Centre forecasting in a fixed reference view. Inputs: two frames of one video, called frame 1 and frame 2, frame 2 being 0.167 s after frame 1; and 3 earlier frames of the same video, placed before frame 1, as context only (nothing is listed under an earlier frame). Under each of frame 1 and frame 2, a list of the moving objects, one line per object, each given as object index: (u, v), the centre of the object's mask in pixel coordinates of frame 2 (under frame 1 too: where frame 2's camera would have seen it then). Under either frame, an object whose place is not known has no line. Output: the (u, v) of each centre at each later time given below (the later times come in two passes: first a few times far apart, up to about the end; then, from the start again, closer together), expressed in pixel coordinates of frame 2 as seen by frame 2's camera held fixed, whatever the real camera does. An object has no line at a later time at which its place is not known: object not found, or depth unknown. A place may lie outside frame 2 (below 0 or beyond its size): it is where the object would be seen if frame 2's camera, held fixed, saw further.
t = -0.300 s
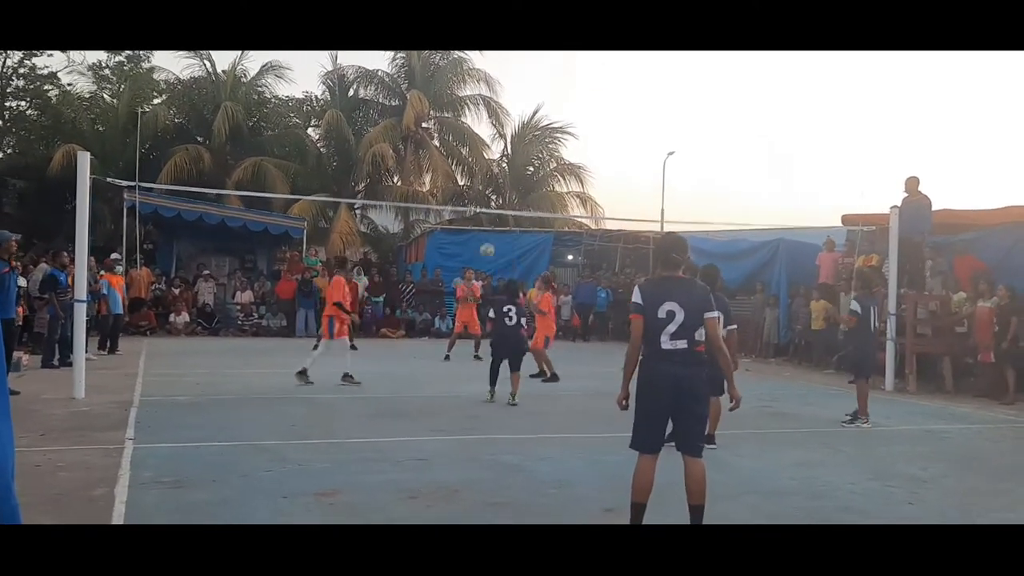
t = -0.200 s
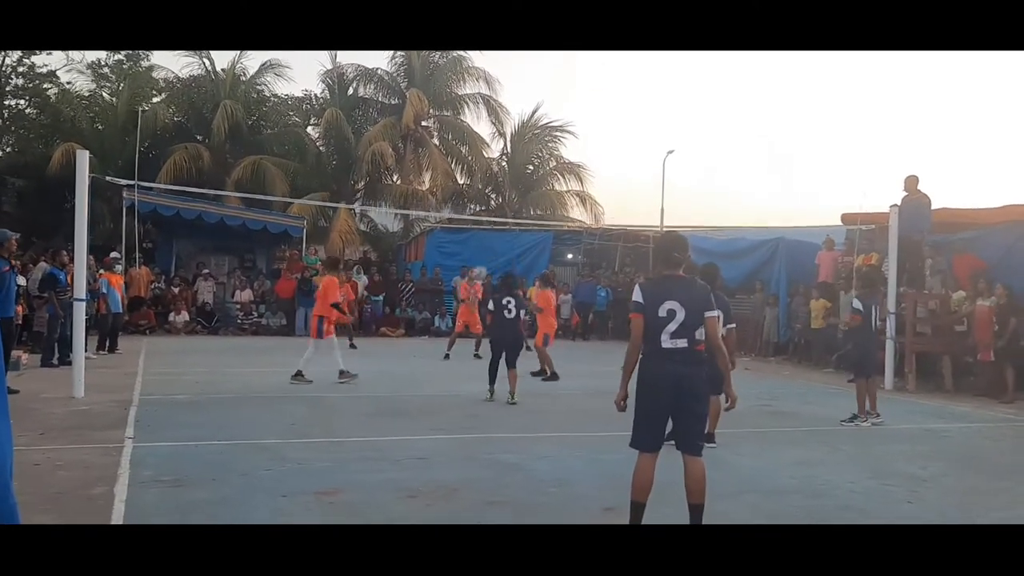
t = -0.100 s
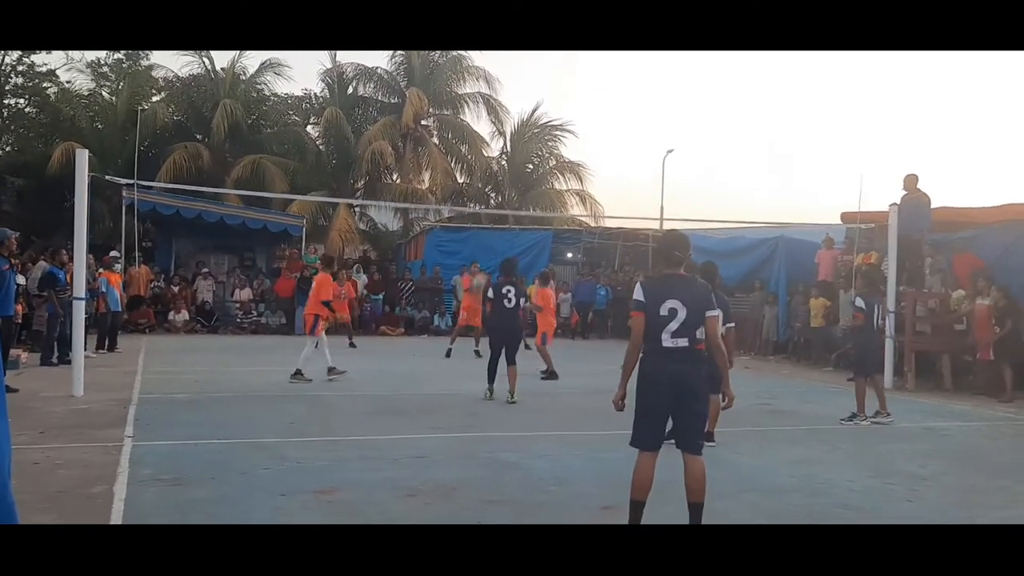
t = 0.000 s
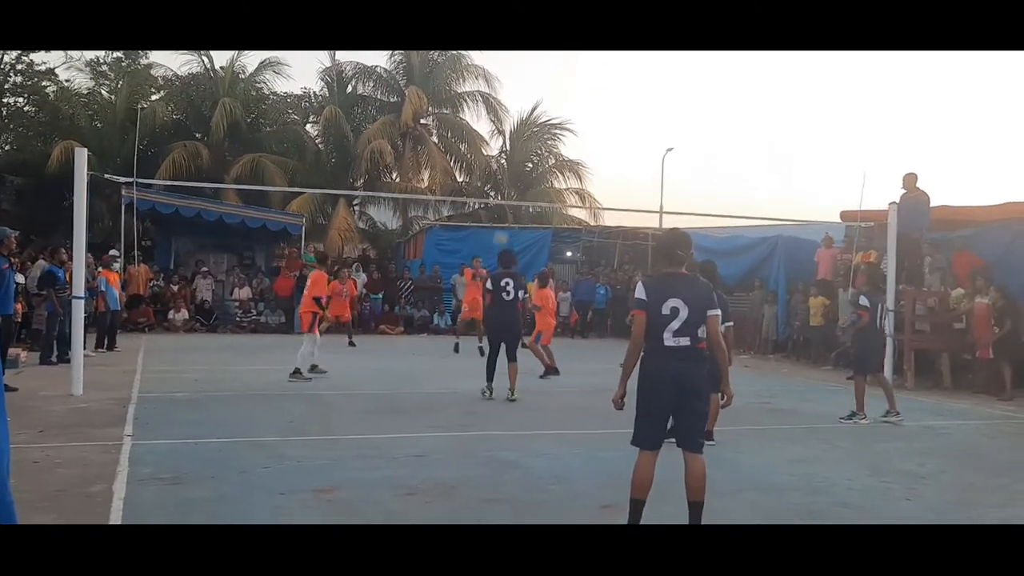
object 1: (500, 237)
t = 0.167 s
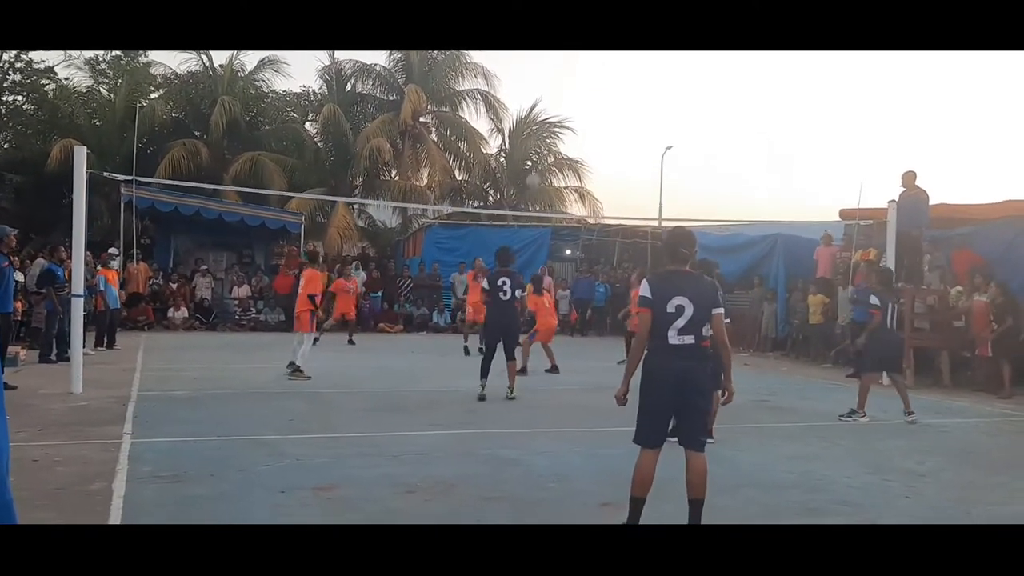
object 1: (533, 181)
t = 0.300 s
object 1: (559, 147)
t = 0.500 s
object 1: (598, 117)
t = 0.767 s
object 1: (649, 115)
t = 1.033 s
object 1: (698, 155)
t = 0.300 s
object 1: (559, 147)
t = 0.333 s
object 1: (566, 141)
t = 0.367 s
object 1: (572, 135)
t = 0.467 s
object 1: (592, 121)
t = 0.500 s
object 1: (598, 117)
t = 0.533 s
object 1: (605, 115)
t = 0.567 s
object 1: (611, 113)
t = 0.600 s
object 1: (617, 111)
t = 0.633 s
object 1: (624, 111)
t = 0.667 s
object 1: (630, 111)
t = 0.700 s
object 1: (637, 112)
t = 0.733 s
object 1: (643, 113)
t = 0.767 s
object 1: (649, 115)
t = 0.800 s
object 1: (655, 118)
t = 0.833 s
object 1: (661, 121)
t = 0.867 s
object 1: (668, 125)
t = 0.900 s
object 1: (674, 130)
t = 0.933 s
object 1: (679, 136)
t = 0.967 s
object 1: (685, 142)
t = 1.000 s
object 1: (692, 148)
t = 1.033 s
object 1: (698, 155)
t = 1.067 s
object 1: (704, 163)
